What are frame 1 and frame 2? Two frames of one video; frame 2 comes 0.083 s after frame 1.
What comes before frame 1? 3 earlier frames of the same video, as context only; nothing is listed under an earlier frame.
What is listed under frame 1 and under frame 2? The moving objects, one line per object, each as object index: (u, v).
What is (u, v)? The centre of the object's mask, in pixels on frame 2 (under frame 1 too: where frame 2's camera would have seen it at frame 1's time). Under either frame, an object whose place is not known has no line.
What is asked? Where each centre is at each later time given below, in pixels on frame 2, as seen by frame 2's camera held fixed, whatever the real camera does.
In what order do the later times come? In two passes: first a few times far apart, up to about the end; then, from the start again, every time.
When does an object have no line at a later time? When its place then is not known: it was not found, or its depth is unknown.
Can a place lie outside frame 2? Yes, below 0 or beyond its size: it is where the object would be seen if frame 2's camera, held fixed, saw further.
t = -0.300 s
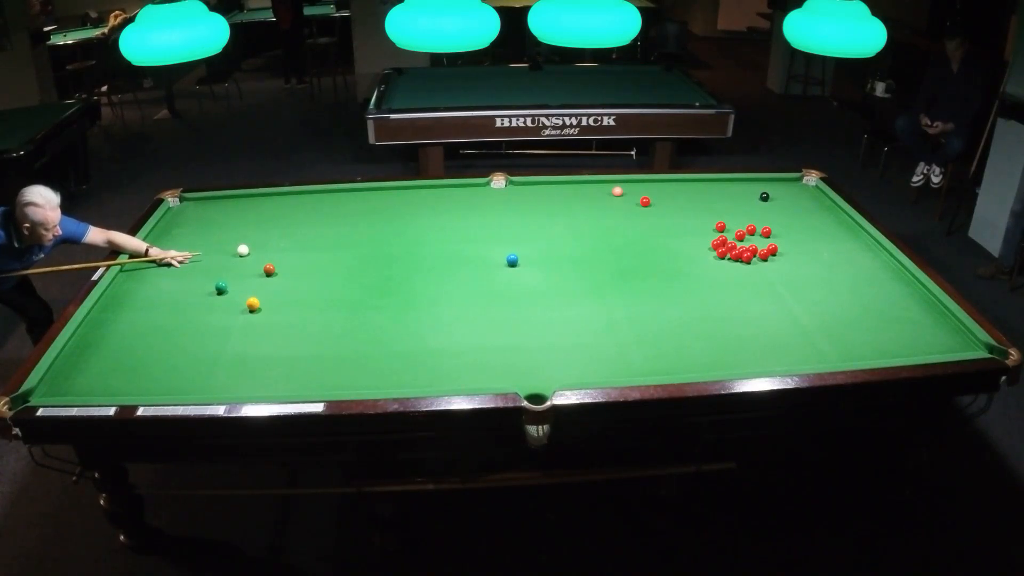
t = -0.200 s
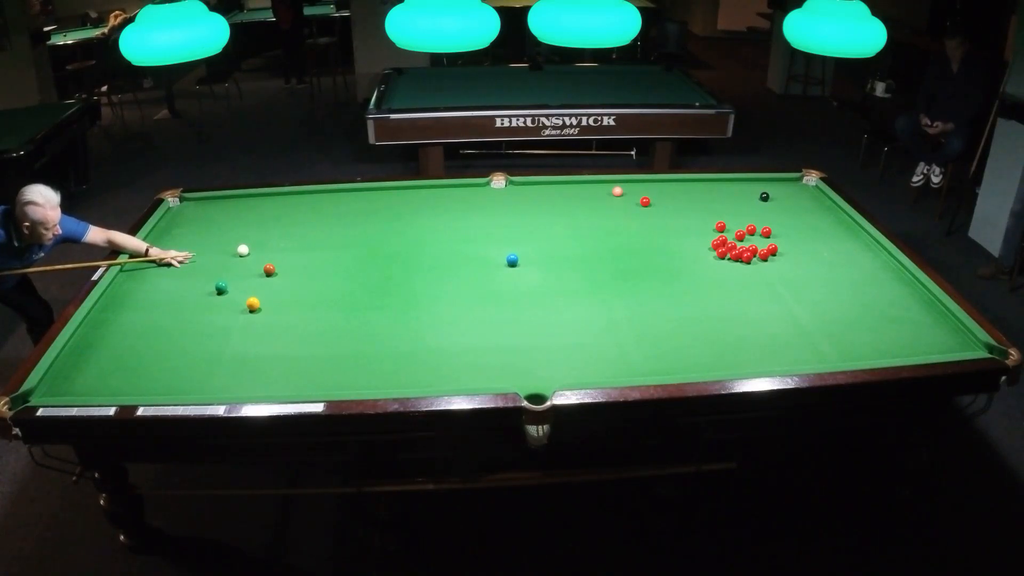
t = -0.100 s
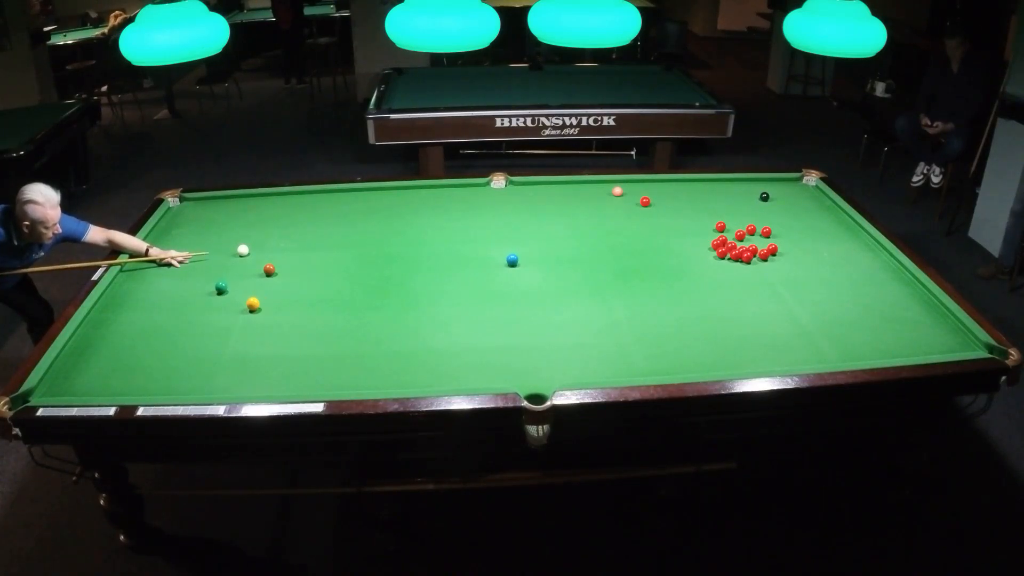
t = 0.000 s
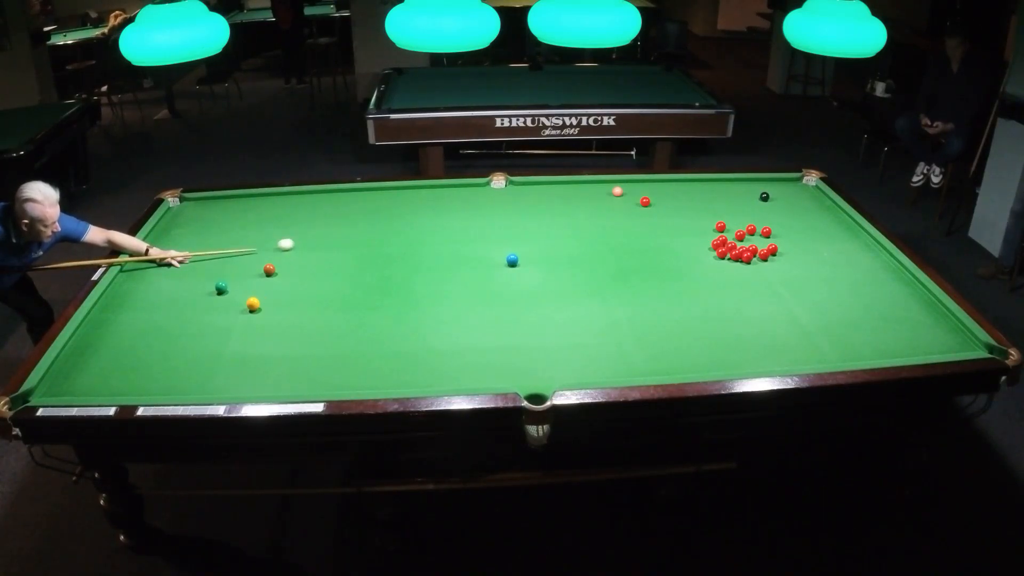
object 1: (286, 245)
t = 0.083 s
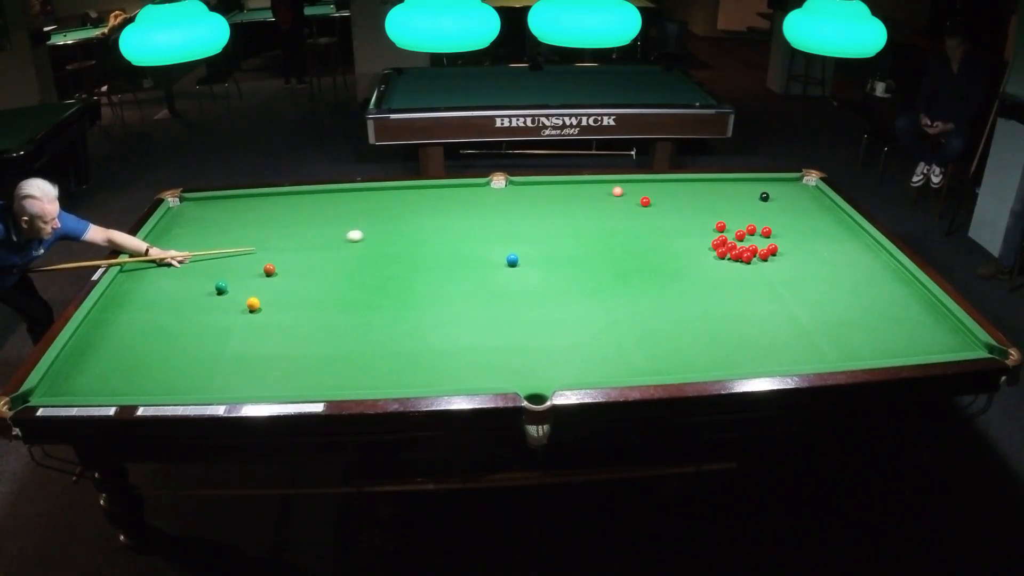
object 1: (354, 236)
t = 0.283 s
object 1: (494, 219)
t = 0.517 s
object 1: (627, 204)
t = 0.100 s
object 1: (368, 234)
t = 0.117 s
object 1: (380, 233)
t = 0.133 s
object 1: (393, 231)
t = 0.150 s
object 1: (405, 230)
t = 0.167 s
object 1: (417, 228)
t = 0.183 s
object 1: (429, 227)
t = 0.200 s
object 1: (441, 226)
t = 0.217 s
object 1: (452, 224)
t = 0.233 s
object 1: (463, 223)
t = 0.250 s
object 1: (474, 221)
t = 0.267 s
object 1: (484, 220)
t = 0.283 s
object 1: (494, 219)
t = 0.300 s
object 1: (504, 218)
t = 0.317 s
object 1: (514, 217)
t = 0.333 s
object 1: (524, 216)
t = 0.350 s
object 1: (534, 215)
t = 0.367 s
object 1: (544, 214)
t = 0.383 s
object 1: (553, 212)
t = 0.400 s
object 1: (563, 211)
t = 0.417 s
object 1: (572, 211)
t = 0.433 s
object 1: (582, 210)
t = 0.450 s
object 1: (591, 208)
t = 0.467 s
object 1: (600, 207)
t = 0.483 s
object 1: (609, 206)
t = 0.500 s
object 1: (618, 205)
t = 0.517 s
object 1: (627, 204)
